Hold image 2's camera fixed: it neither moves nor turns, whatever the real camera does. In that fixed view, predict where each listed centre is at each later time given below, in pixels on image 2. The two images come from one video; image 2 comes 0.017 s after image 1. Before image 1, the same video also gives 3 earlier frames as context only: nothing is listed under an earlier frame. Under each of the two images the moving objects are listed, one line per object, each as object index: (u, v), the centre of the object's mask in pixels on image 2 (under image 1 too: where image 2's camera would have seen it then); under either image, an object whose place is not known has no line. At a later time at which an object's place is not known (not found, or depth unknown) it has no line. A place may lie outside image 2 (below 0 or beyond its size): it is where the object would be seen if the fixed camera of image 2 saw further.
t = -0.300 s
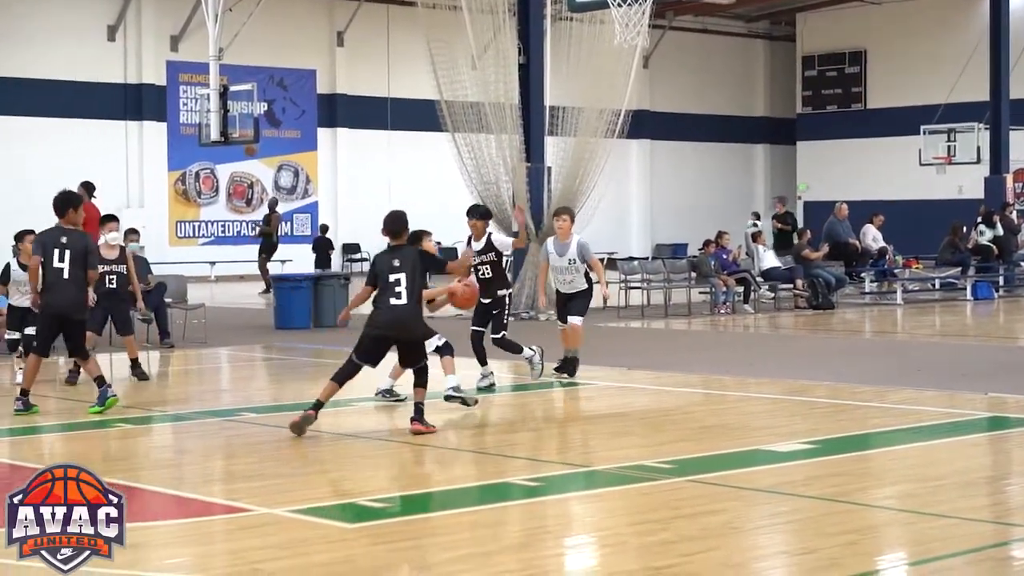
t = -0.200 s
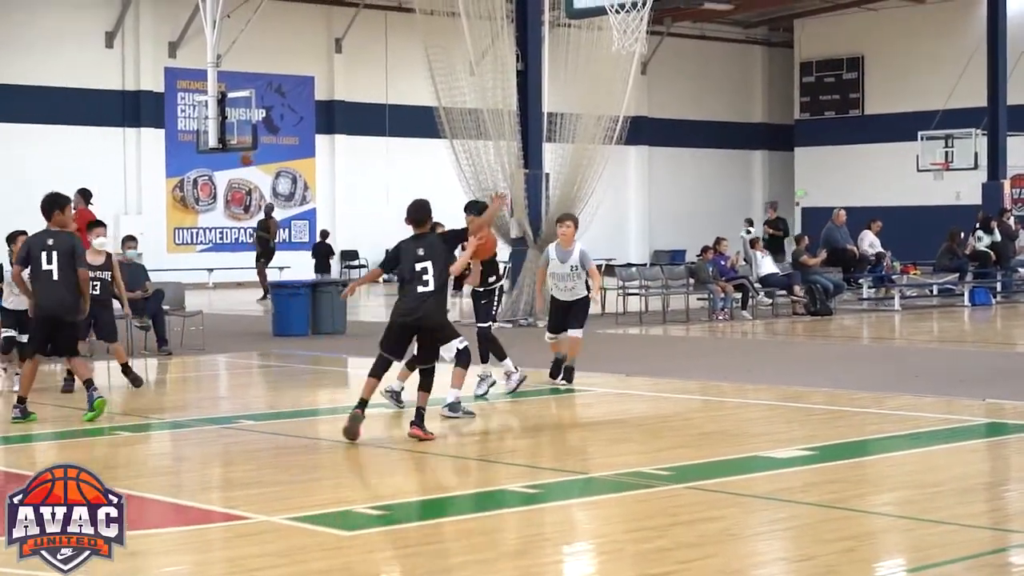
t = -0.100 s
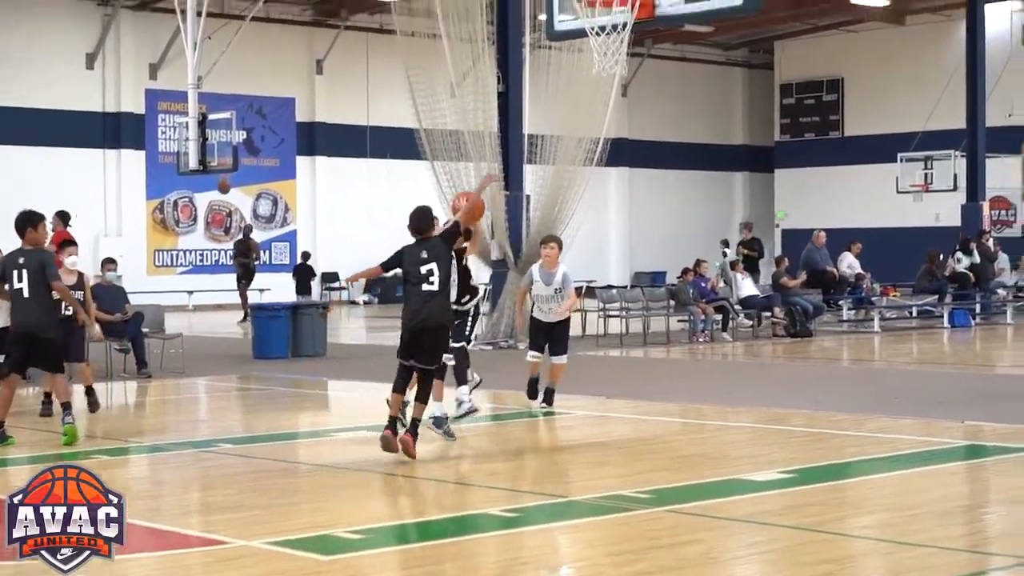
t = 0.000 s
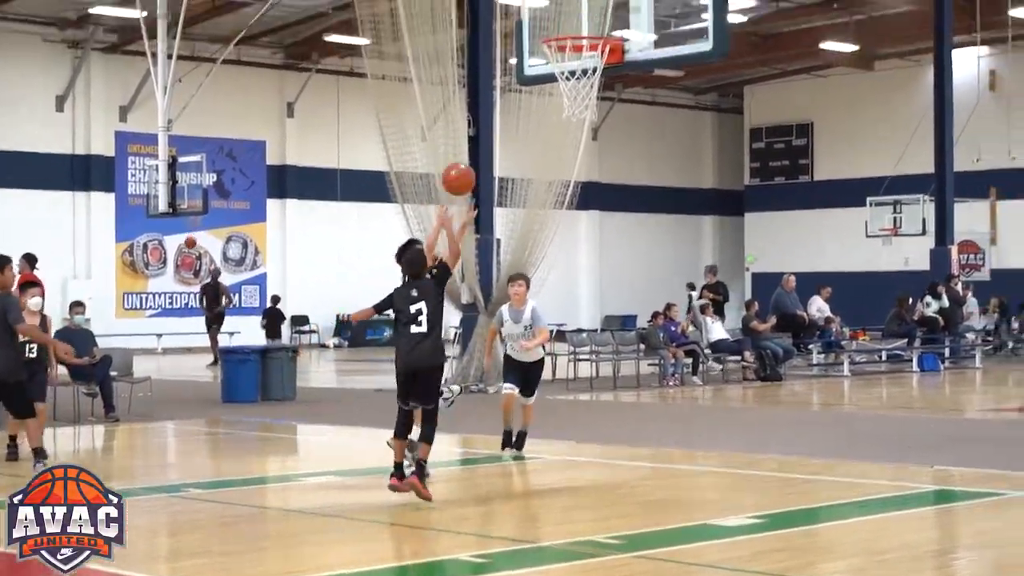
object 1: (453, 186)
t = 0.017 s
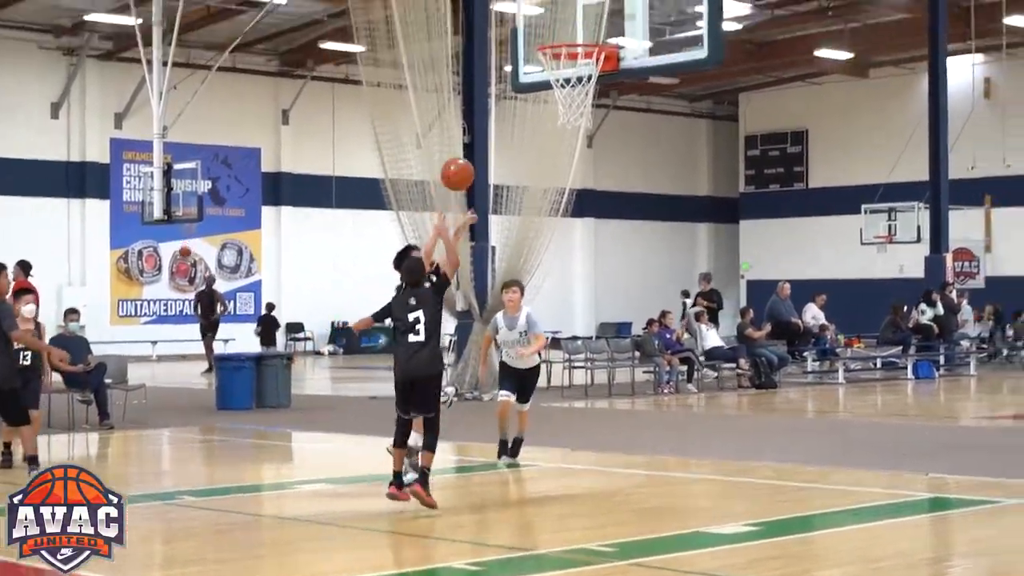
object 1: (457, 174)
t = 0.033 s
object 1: (461, 162)
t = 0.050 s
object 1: (465, 151)
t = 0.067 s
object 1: (469, 140)
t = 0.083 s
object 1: (473, 129)
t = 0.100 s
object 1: (477, 119)
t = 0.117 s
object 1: (481, 109)
